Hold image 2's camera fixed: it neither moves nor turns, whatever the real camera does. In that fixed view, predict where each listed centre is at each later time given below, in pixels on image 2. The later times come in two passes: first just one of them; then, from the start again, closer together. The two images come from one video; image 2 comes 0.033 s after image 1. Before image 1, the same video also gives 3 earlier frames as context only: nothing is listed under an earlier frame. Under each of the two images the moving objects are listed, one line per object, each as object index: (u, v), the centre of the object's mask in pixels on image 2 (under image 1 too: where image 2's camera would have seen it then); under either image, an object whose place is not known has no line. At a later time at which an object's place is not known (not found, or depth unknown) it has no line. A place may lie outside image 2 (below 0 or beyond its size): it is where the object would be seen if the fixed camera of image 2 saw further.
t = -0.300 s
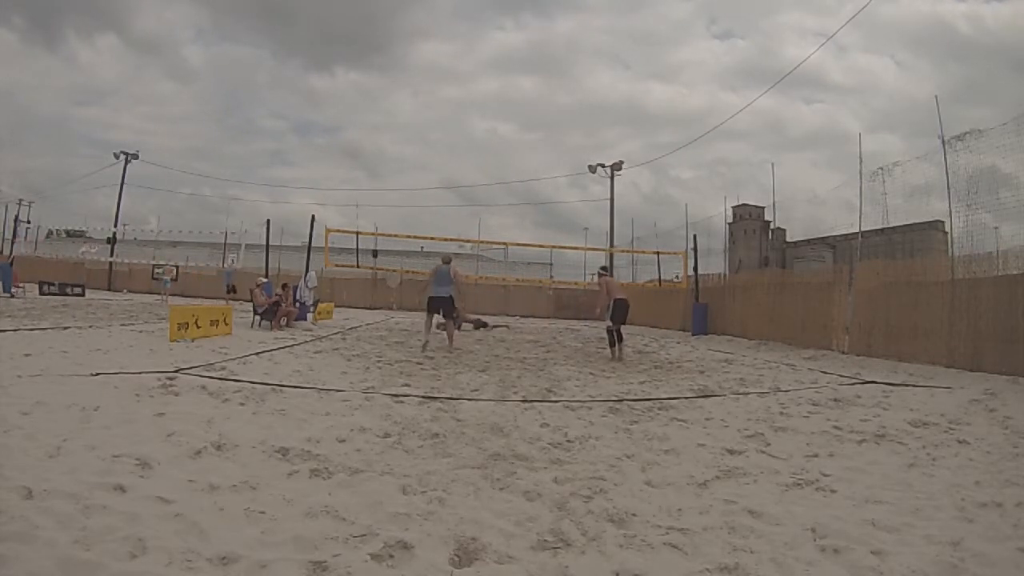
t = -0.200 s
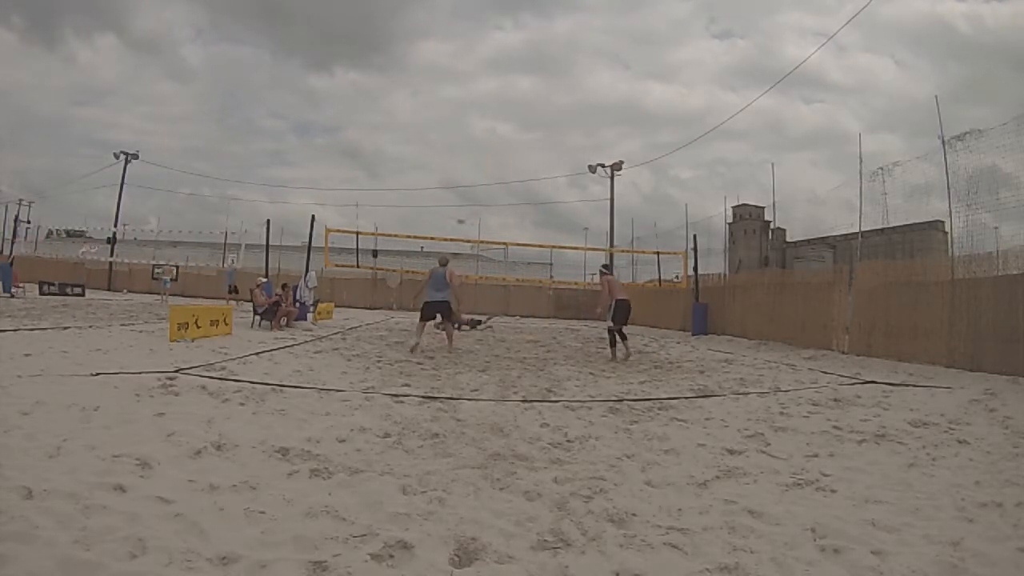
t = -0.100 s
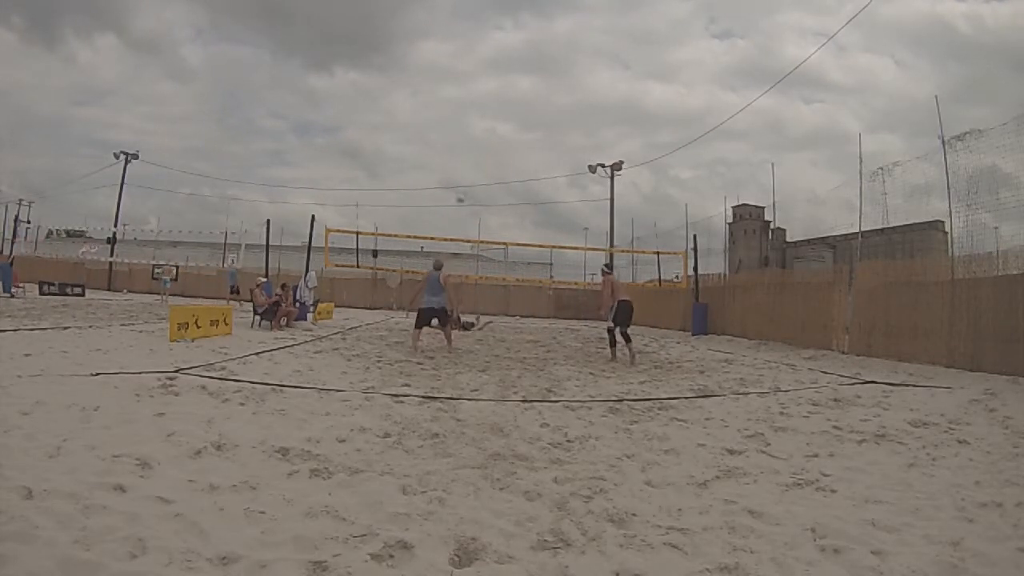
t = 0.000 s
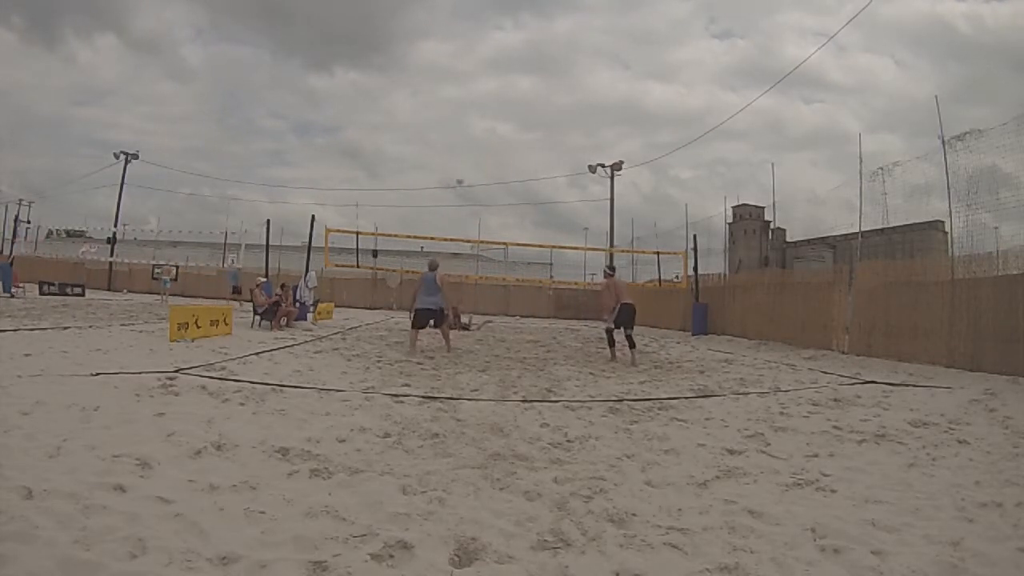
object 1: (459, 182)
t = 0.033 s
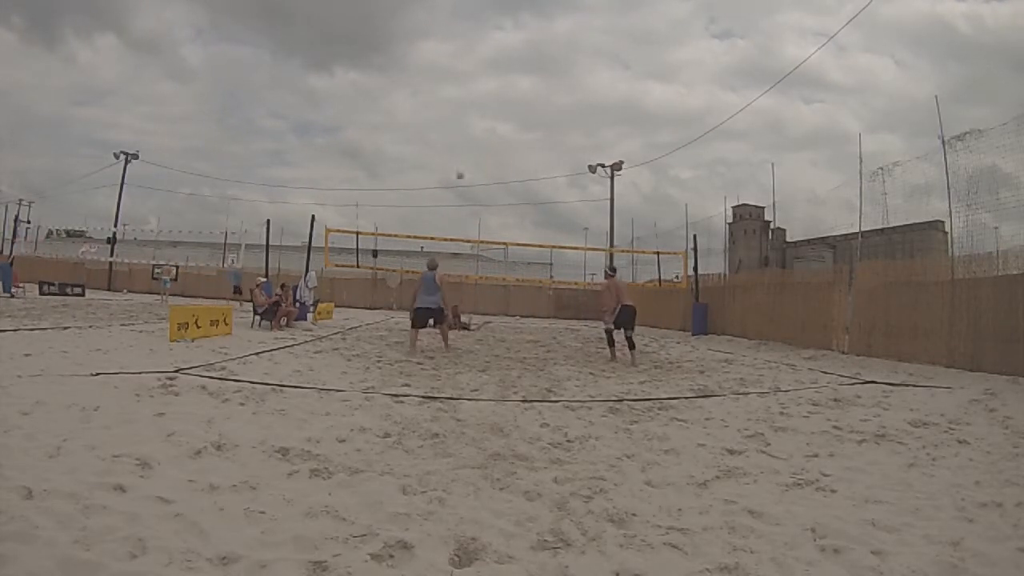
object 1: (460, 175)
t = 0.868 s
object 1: (445, 170)
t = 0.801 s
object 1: (448, 160)
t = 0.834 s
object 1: (447, 165)
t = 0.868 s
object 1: (445, 170)
